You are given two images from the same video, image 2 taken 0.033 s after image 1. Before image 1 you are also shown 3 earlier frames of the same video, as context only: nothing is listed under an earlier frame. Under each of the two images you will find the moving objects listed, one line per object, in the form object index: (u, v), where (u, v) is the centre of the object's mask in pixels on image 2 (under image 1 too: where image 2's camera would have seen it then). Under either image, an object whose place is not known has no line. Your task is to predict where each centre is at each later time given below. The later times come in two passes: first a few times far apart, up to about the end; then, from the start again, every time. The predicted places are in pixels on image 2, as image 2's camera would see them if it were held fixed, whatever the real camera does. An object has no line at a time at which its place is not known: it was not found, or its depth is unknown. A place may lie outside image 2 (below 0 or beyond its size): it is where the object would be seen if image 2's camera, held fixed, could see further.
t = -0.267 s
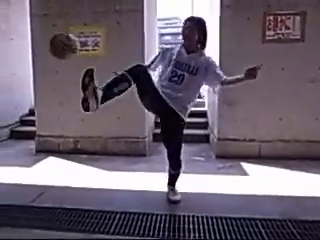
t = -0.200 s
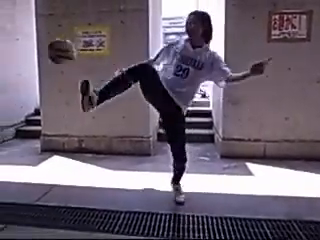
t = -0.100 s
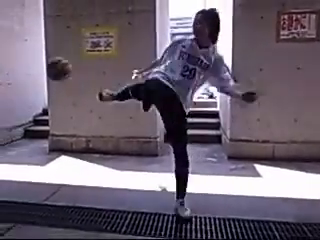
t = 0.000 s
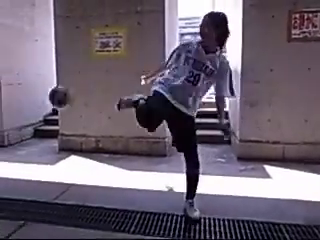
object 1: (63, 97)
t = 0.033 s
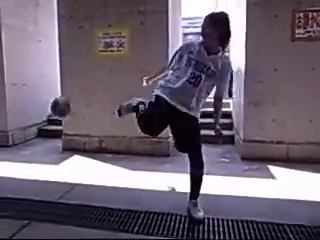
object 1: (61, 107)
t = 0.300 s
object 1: (49, 153)
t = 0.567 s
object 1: (36, 137)
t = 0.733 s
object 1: (30, 155)
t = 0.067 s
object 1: (59, 118)
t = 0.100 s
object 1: (57, 131)
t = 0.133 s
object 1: (58, 143)
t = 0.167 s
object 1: (56, 156)
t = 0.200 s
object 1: (55, 170)
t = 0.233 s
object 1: (53, 168)
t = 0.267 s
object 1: (51, 159)
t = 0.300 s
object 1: (49, 153)
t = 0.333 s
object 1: (47, 147)
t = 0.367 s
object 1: (44, 142)
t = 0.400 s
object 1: (43, 138)
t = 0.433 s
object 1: (41, 136)
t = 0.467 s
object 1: (40, 135)
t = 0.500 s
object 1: (38, 135)
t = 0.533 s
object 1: (37, 136)
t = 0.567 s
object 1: (36, 137)
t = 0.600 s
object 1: (35, 139)
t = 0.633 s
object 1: (33, 142)
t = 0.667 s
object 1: (32, 145)
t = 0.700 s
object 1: (31, 149)
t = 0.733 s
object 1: (30, 155)
